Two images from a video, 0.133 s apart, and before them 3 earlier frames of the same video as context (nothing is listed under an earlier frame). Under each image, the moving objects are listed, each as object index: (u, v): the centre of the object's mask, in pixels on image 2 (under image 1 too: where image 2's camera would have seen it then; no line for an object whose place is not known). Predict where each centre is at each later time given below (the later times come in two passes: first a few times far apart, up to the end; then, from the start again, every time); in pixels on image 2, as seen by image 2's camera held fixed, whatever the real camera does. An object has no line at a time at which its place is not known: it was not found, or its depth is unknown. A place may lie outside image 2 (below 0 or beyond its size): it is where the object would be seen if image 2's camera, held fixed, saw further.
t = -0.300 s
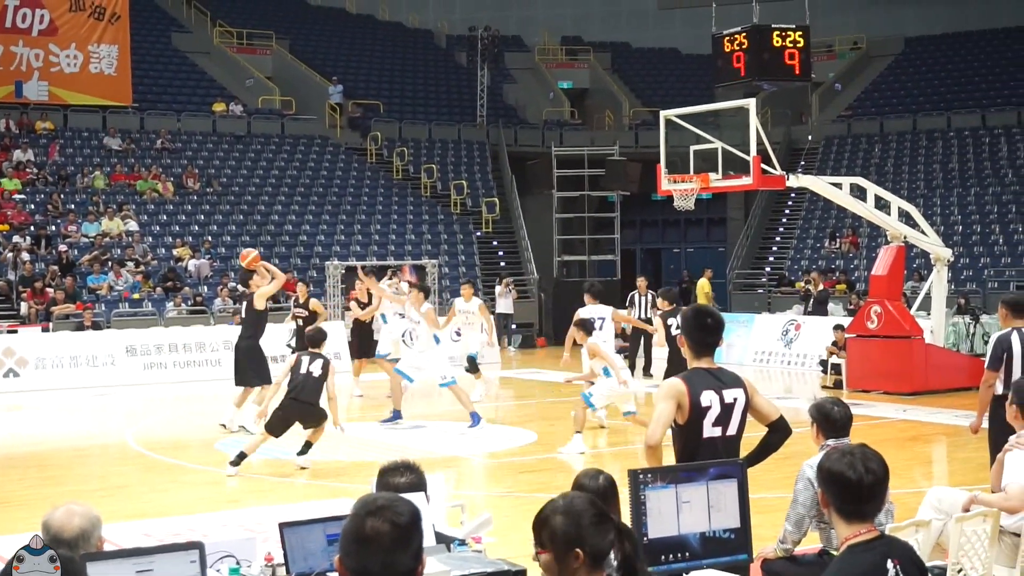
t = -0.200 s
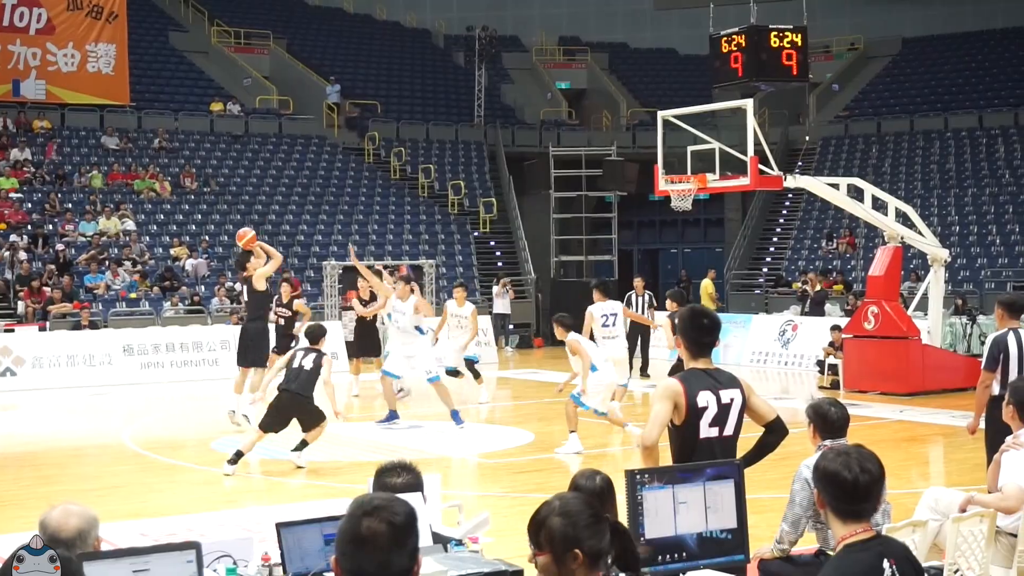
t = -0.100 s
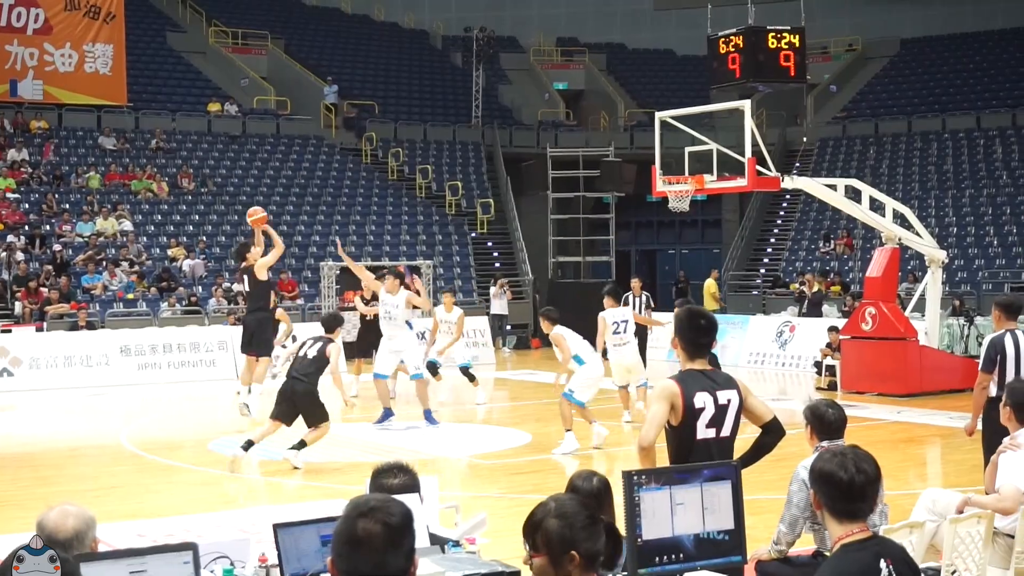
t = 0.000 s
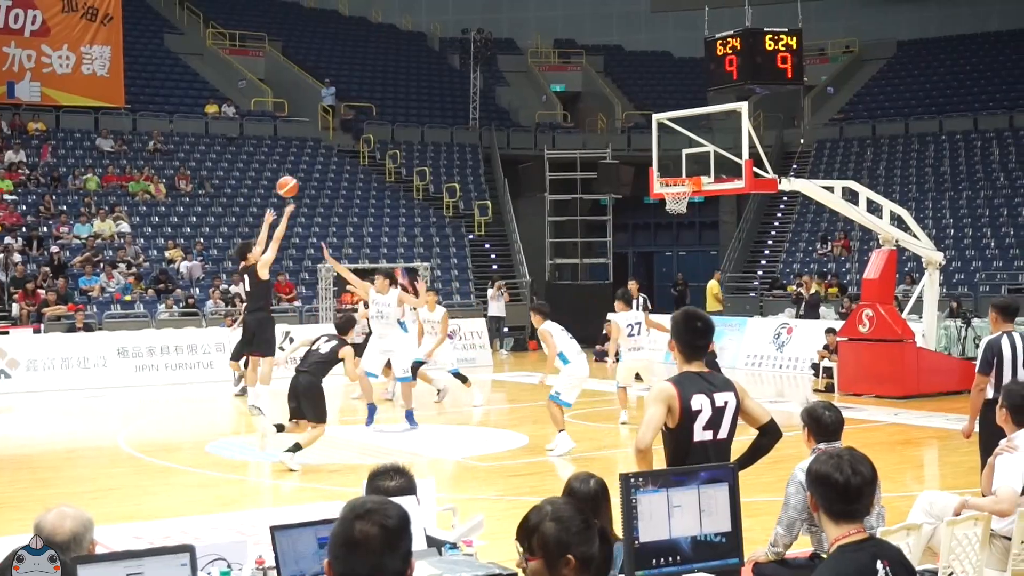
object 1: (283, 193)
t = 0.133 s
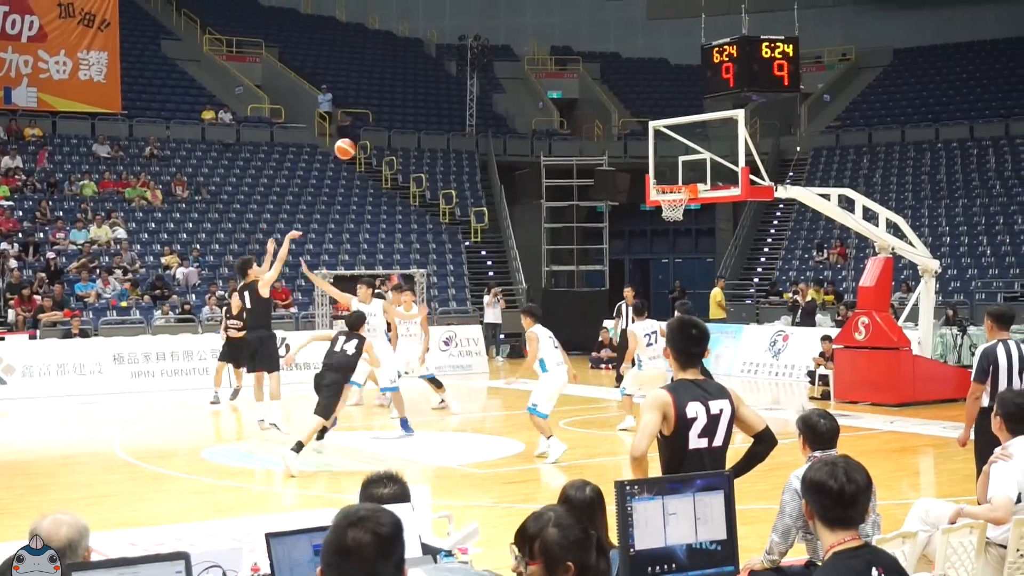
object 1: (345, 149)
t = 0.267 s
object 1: (403, 120)
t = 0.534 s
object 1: (515, 106)
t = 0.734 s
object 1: (595, 132)
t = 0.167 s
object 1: (360, 140)
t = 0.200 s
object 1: (375, 133)
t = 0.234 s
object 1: (389, 126)
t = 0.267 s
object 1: (403, 120)
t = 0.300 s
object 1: (418, 115)
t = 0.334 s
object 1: (432, 112)
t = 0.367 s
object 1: (446, 108)
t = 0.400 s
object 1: (460, 106)
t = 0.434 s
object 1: (474, 105)
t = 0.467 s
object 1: (488, 104)
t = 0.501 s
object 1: (502, 105)
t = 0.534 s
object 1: (515, 106)
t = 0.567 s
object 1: (529, 109)
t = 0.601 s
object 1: (543, 111)
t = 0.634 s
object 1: (556, 115)
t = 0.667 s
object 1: (569, 120)
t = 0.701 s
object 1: (582, 126)
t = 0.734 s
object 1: (595, 132)
